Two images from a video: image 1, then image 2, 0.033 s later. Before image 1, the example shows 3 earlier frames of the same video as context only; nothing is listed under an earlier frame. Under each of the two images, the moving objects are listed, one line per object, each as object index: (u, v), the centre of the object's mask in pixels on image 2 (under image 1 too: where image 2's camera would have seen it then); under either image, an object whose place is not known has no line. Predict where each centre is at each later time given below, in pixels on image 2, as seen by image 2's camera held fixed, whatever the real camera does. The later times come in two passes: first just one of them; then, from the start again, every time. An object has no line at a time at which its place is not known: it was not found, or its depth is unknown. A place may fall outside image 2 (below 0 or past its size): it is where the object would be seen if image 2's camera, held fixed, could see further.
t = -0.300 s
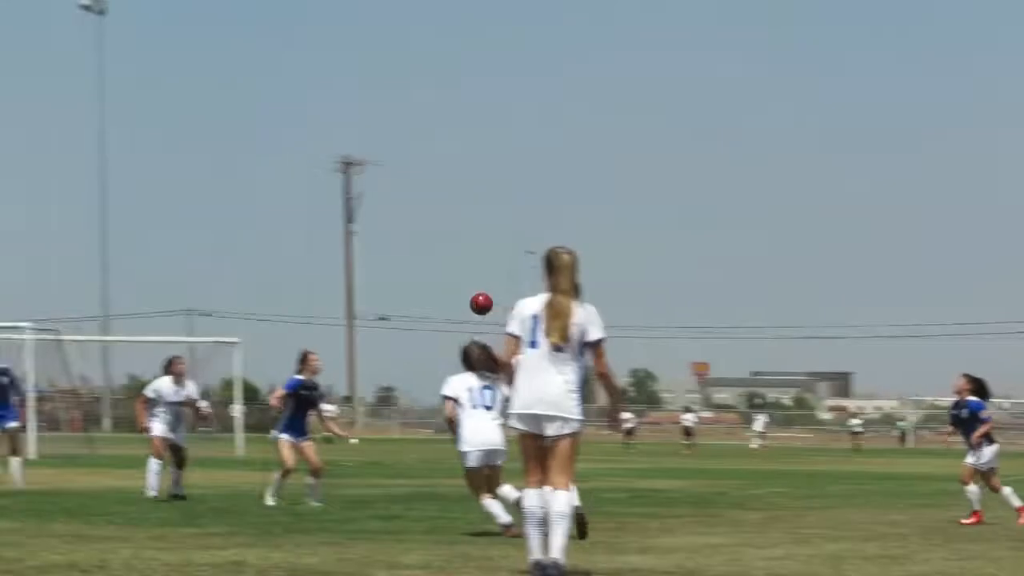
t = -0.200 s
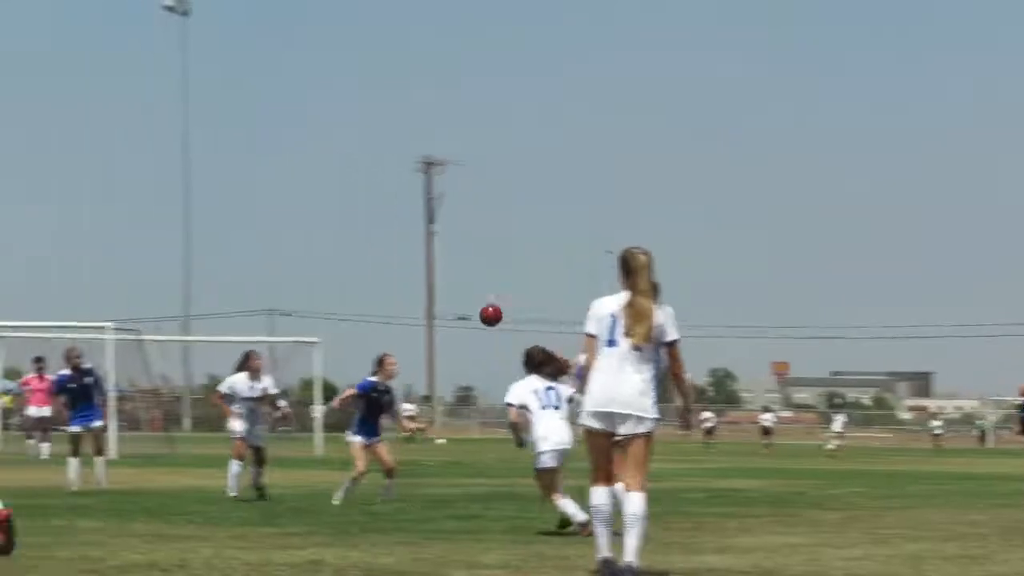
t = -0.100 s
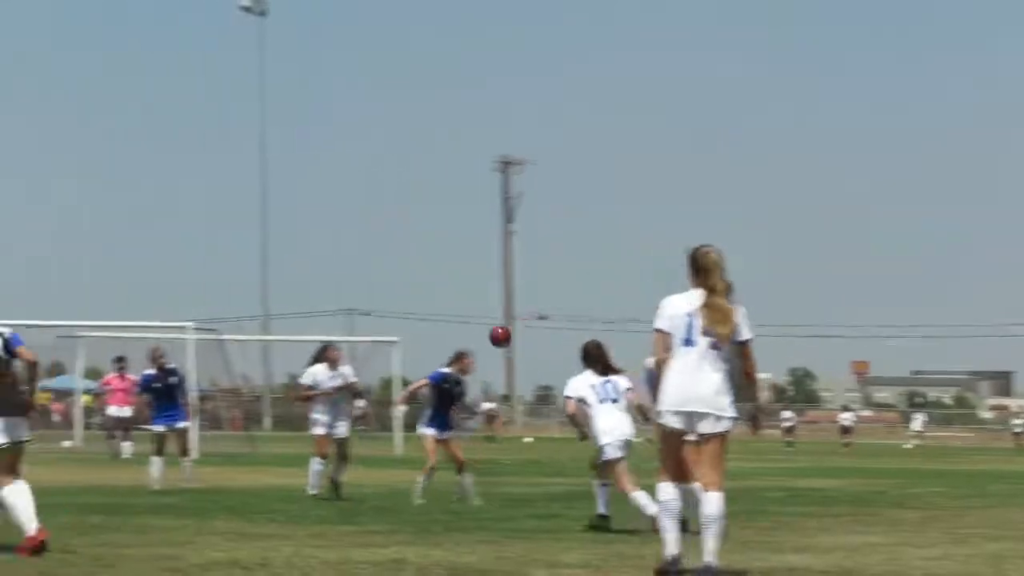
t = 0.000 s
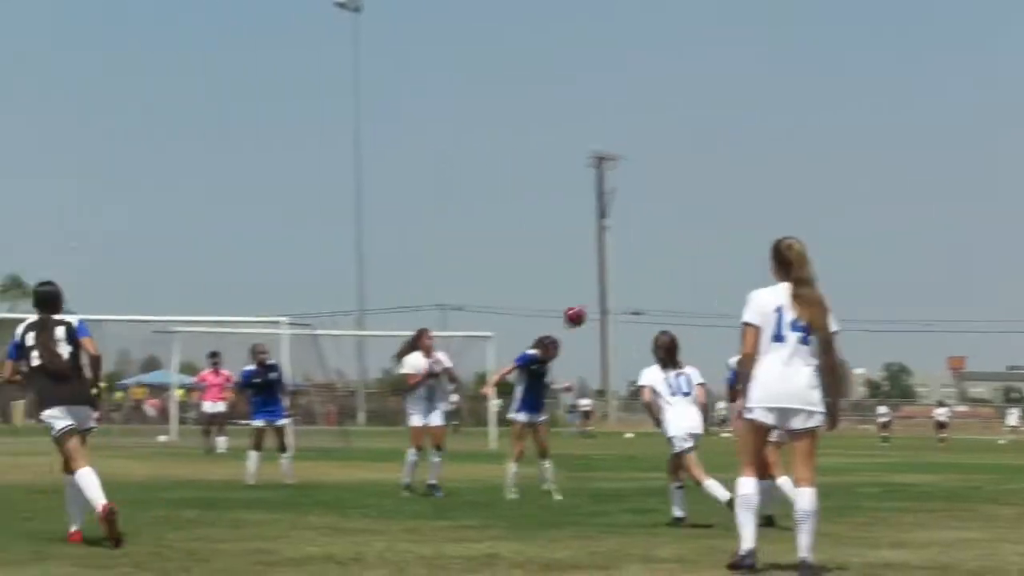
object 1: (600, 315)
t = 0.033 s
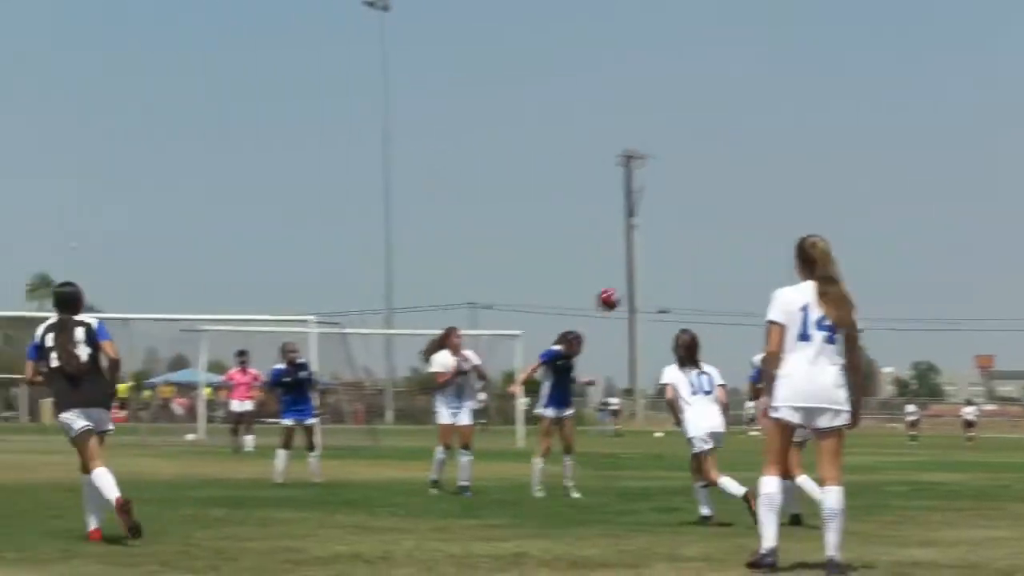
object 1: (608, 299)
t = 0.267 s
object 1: (658, 224)
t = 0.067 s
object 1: (615, 286)
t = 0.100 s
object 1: (622, 273)
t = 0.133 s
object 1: (629, 260)
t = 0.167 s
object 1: (637, 249)
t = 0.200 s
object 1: (642, 239)
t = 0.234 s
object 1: (650, 232)
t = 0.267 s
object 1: (658, 224)
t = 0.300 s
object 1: (667, 217)
